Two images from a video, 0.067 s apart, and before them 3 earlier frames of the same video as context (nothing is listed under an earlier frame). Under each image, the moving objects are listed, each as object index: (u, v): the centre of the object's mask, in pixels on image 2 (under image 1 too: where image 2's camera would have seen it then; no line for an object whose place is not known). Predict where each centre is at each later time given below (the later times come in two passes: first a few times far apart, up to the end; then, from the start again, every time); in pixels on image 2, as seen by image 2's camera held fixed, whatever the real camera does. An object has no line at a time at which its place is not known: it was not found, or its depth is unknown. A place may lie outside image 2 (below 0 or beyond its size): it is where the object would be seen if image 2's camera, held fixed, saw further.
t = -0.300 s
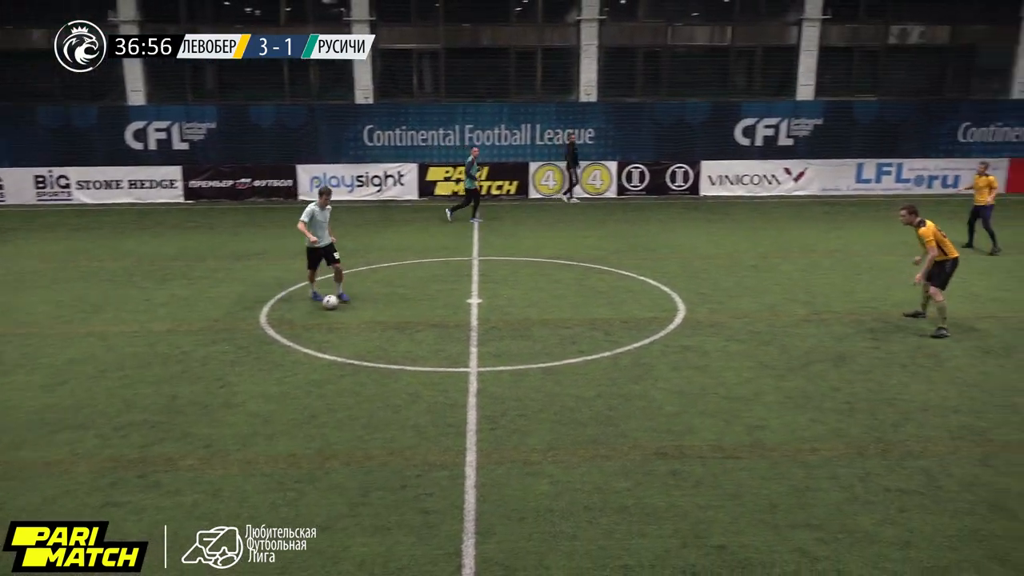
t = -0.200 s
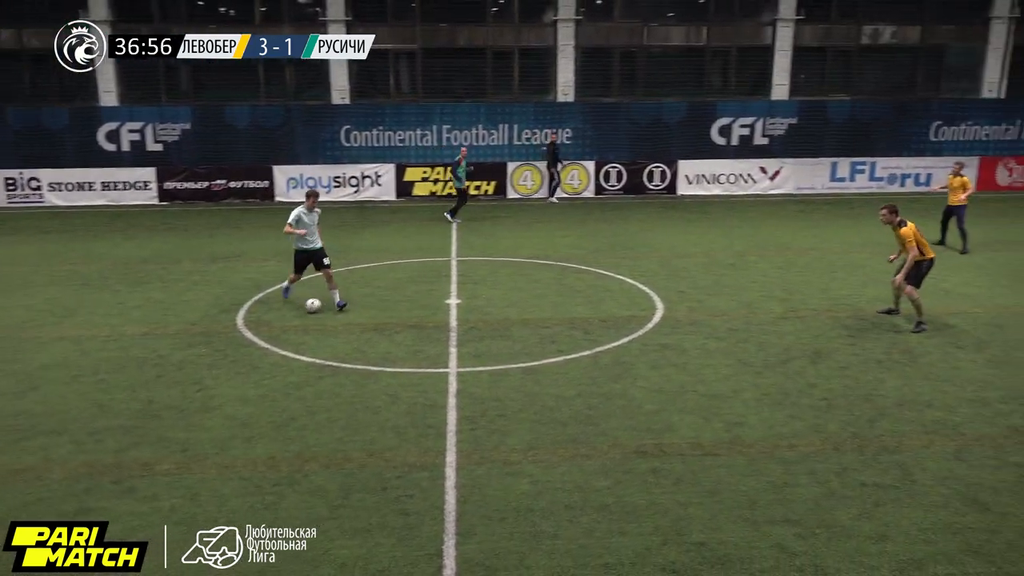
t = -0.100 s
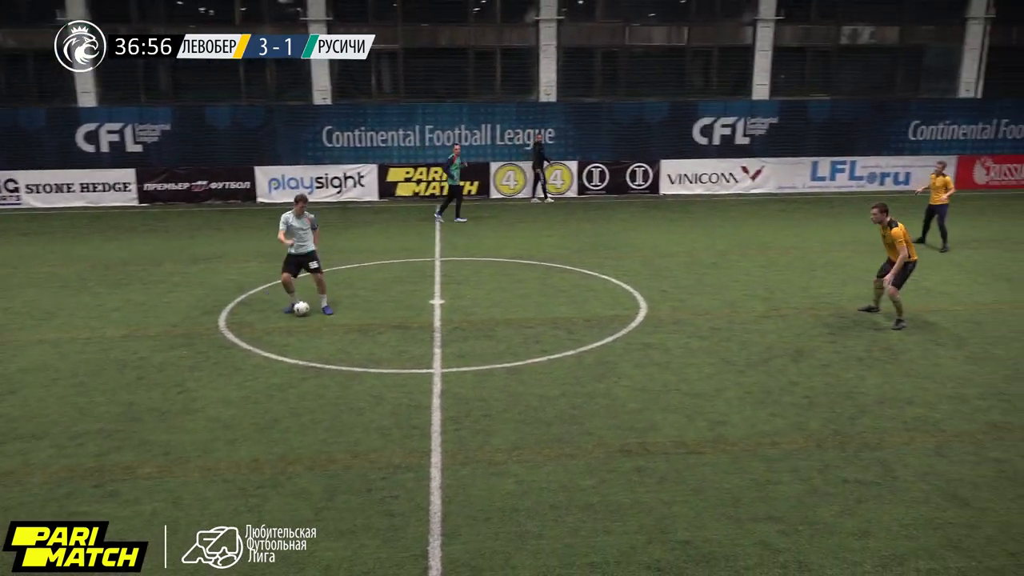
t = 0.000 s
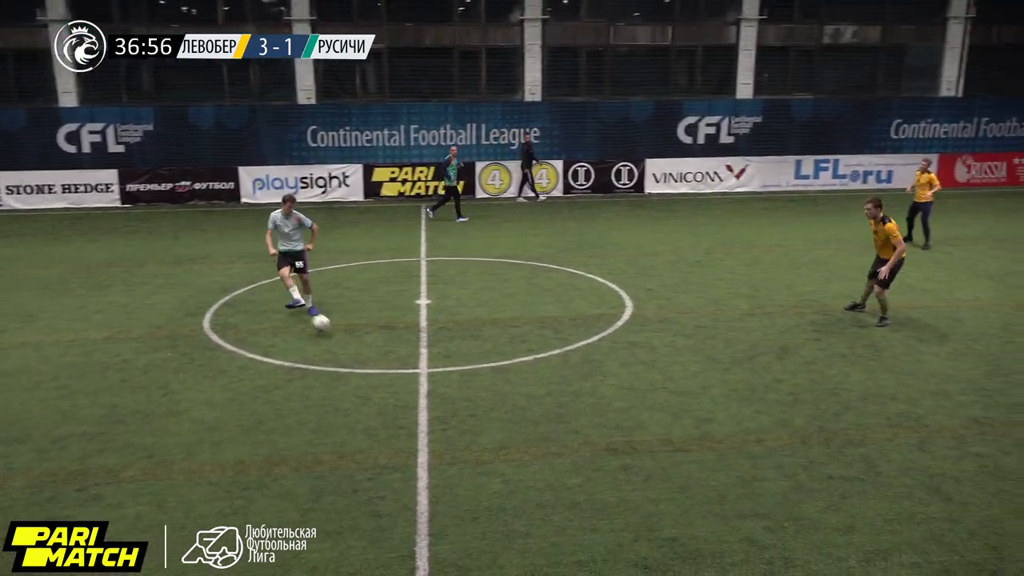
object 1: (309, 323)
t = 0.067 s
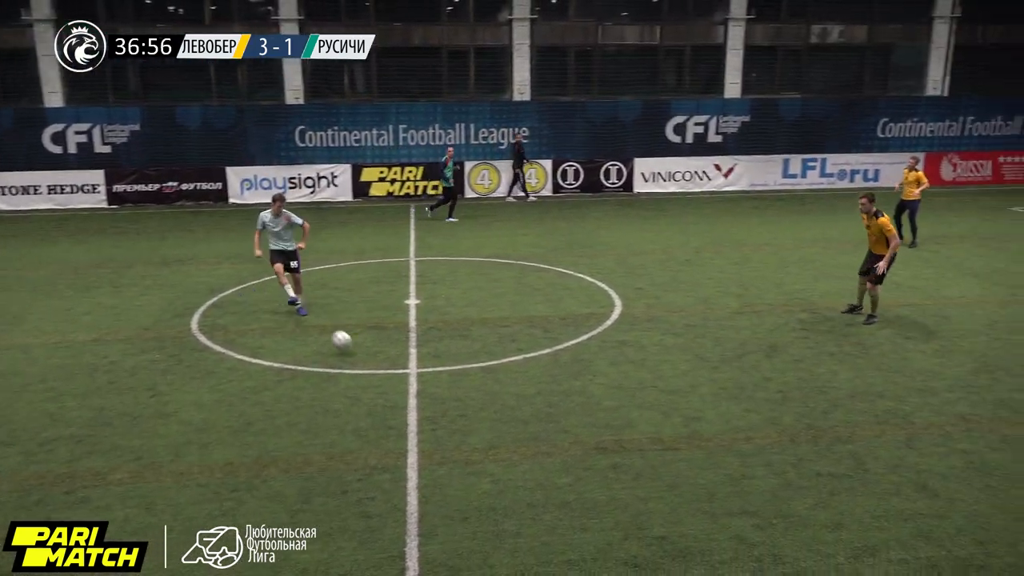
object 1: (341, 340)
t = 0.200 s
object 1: (418, 384)
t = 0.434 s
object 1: (590, 479)
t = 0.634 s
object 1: (789, 582)
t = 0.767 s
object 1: (971, 671)
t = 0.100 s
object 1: (359, 351)
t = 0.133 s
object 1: (378, 363)
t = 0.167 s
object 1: (398, 375)
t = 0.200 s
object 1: (418, 384)
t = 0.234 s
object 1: (438, 396)
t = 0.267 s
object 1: (461, 408)
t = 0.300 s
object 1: (484, 421)
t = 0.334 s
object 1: (509, 435)
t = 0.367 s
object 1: (534, 448)
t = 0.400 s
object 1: (561, 462)
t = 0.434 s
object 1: (590, 479)
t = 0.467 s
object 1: (620, 494)
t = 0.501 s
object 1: (651, 511)
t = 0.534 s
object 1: (684, 527)
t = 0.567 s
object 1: (716, 542)
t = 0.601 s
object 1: (752, 560)
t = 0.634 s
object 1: (789, 582)
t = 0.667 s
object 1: (831, 606)
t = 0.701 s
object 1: (874, 628)
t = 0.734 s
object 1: (921, 649)
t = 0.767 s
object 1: (971, 671)
